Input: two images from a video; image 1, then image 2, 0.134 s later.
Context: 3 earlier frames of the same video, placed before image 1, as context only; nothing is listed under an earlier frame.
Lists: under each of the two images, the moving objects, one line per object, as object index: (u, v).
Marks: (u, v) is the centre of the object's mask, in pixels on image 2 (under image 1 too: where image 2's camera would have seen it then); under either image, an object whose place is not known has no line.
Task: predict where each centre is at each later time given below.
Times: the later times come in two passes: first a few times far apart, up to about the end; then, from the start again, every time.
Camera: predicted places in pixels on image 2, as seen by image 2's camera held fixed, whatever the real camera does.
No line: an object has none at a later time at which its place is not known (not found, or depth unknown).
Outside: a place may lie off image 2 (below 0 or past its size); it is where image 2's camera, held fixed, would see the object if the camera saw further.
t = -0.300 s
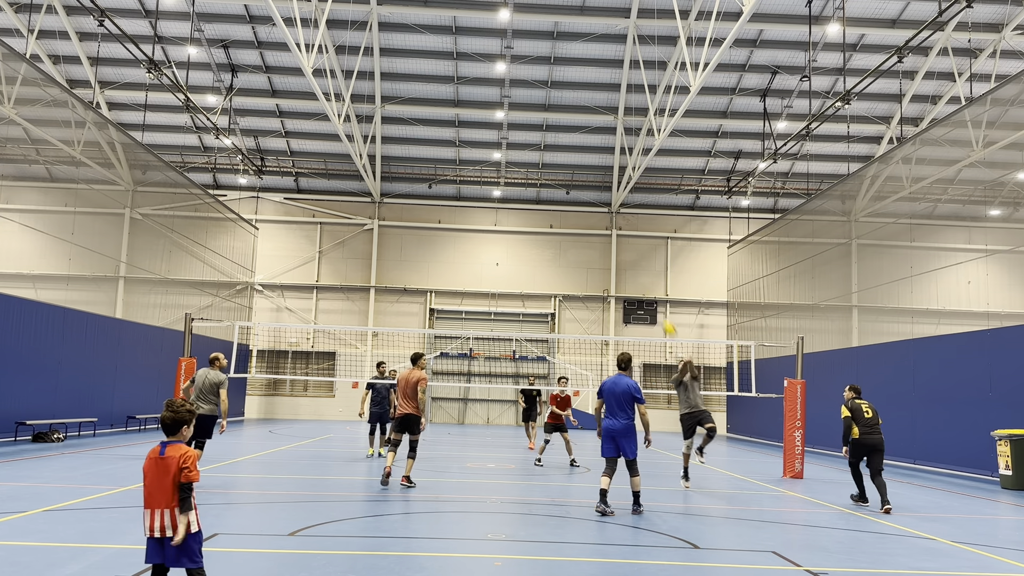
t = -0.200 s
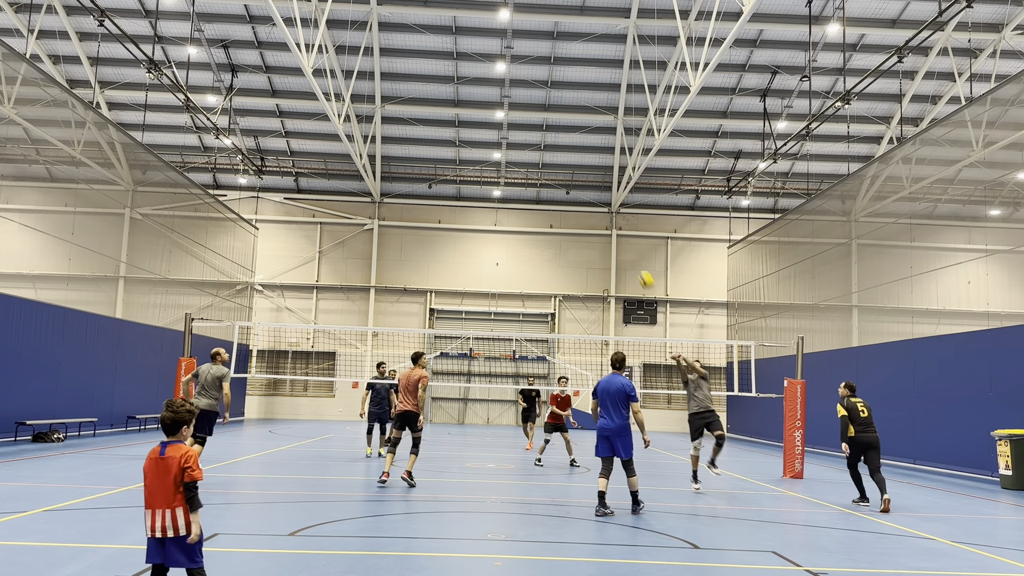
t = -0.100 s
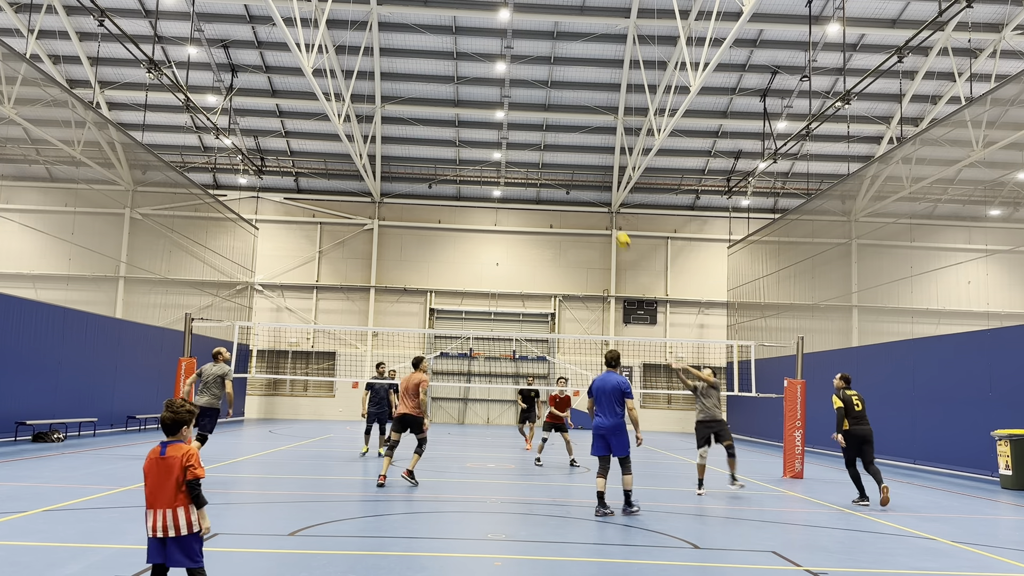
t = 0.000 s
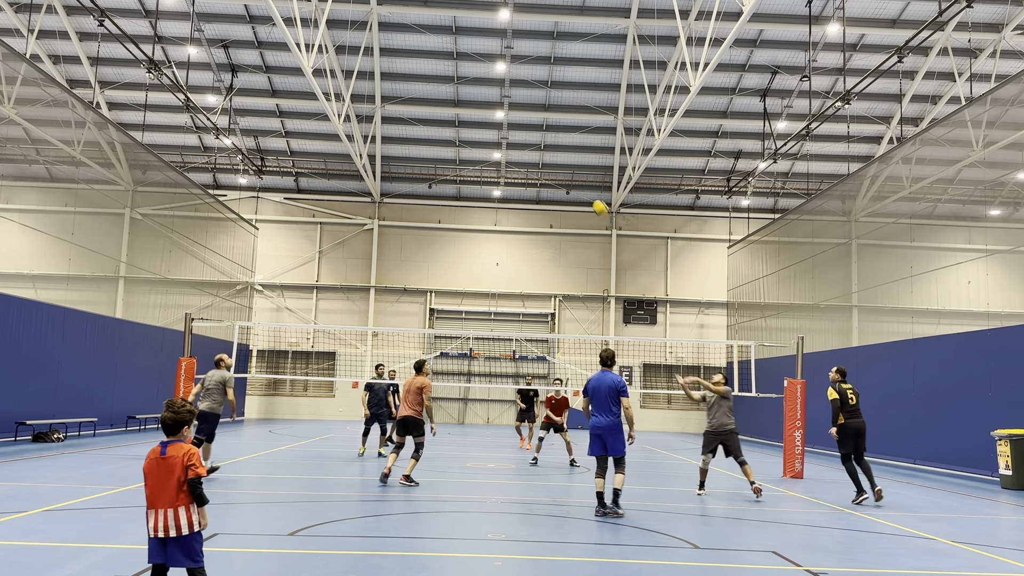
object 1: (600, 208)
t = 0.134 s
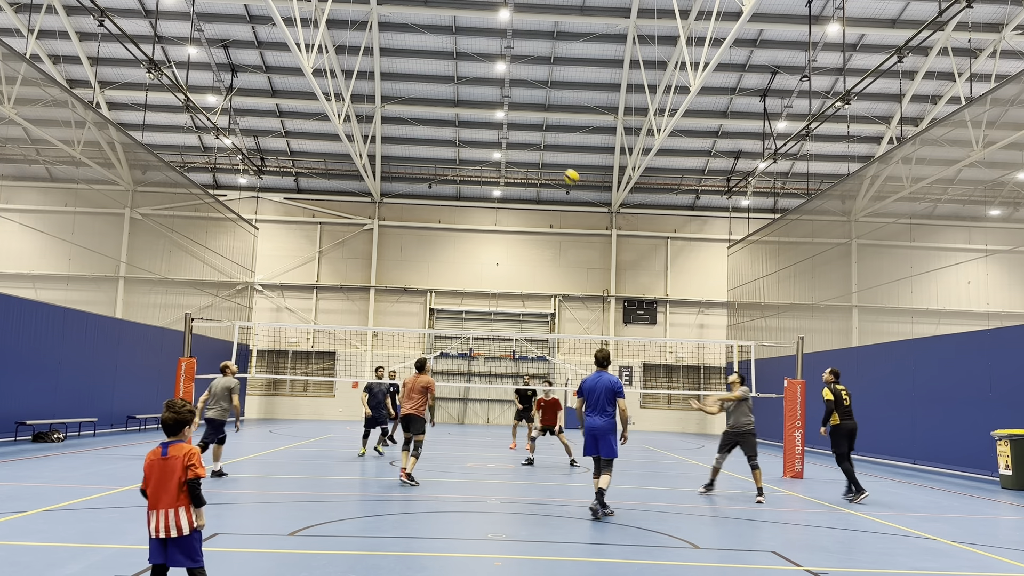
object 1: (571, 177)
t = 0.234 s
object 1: (550, 161)
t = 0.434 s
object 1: (509, 148)
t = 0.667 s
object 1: (462, 162)
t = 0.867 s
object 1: (424, 199)
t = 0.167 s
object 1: (564, 171)
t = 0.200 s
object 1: (557, 165)
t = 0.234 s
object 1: (550, 161)
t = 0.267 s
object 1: (543, 157)
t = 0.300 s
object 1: (536, 154)
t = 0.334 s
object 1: (529, 151)
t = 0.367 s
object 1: (522, 149)
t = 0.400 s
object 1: (515, 148)
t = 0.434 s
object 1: (509, 148)
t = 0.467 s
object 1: (502, 148)
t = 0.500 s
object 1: (495, 148)
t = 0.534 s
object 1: (489, 150)
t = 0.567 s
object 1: (482, 152)
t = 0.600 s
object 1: (476, 155)
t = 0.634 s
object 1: (469, 158)
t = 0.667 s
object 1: (462, 162)
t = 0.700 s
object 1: (455, 167)
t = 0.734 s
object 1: (449, 172)
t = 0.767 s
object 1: (442, 178)
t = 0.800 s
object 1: (436, 184)
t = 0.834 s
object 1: (430, 191)
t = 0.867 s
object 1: (424, 199)
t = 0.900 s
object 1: (417, 208)
